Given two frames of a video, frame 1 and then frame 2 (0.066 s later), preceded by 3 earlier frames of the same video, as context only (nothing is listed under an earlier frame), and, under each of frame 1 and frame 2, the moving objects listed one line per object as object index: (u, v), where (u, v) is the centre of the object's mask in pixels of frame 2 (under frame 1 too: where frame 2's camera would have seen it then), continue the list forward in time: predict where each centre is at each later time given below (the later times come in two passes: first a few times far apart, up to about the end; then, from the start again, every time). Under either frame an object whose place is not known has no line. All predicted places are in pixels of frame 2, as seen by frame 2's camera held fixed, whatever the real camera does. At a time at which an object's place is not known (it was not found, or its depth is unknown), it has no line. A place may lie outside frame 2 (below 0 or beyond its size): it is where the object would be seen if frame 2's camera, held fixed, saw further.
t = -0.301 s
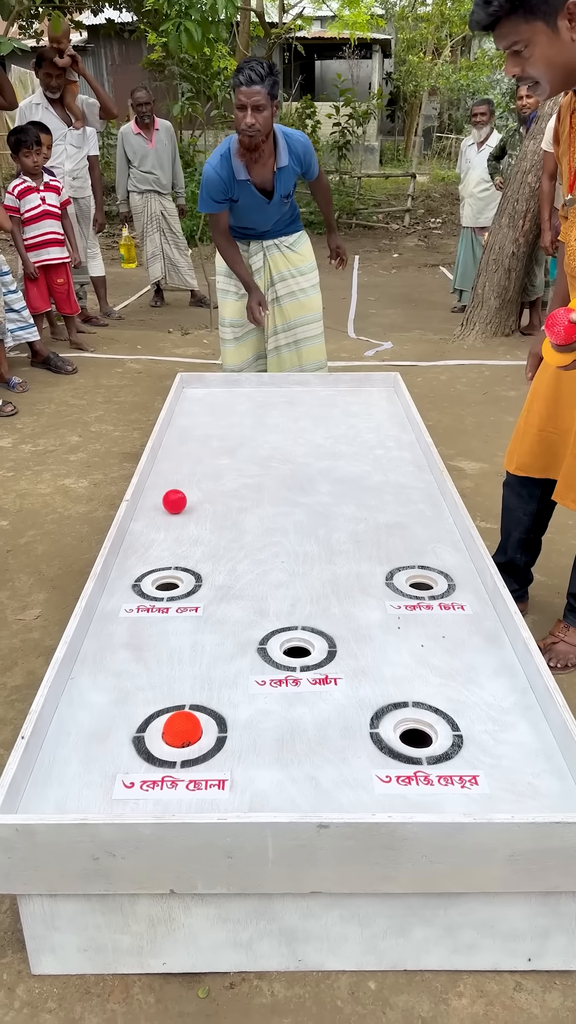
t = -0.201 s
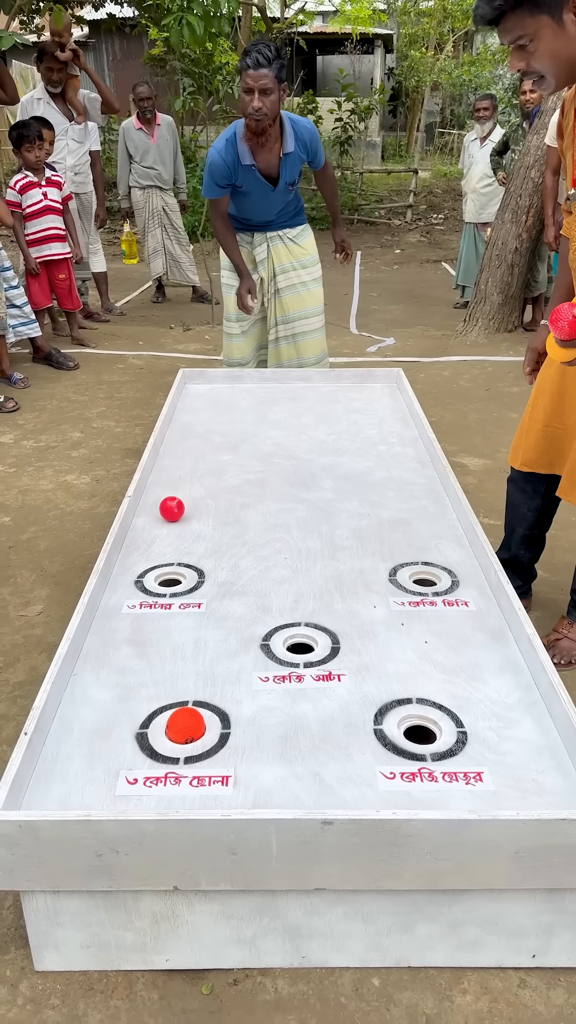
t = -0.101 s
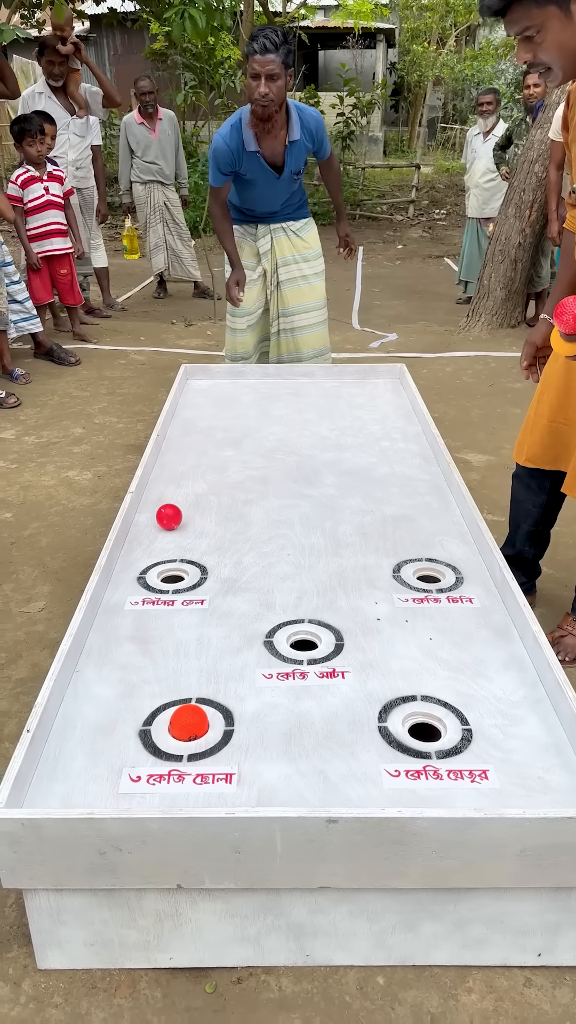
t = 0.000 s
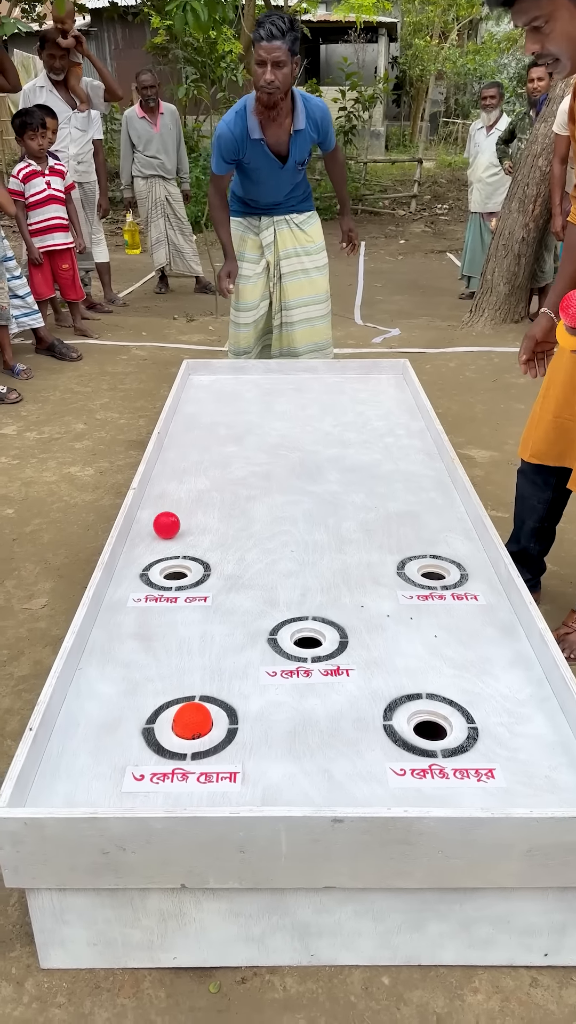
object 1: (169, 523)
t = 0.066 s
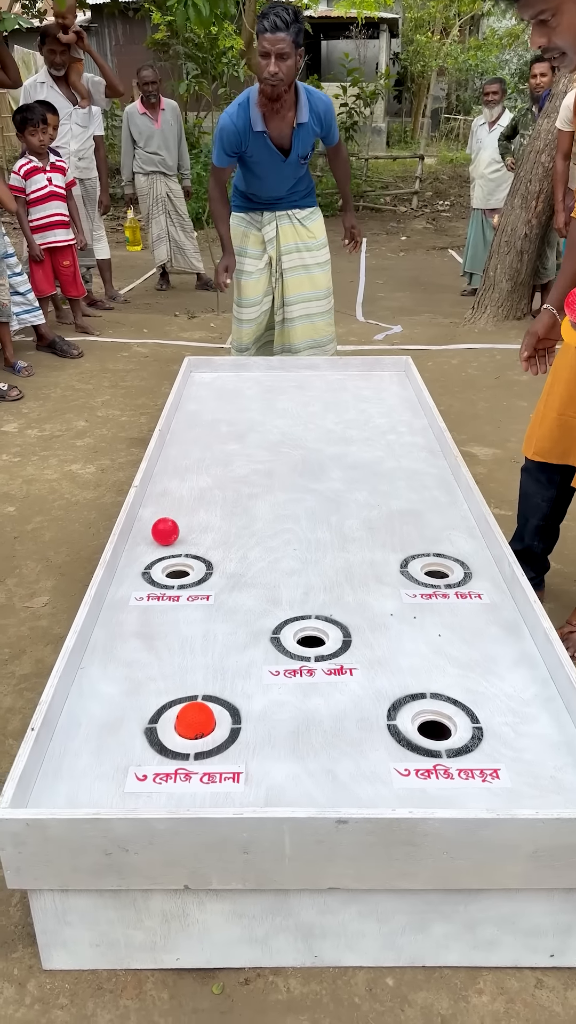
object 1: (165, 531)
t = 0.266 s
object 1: (155, 556)
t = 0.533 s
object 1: (143, 588)
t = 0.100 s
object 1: (163, 535)
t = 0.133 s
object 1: (162, 539)
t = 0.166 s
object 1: (160, 544)
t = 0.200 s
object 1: (158, 548)
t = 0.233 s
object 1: (156, 552)
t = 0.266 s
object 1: (155, 556)
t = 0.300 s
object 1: (153, 560)
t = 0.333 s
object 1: (152, 564)
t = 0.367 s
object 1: (150, 569)
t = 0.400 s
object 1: (149, 573)
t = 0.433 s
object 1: (148, 577)
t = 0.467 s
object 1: (146, 581)
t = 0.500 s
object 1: (145, 585)
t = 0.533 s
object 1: (143, 588)
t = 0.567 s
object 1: (142, 593)
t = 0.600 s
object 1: (140, 597)
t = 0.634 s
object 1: (139, 601)
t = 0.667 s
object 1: (138, 605)
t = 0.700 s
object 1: (136, 608)
